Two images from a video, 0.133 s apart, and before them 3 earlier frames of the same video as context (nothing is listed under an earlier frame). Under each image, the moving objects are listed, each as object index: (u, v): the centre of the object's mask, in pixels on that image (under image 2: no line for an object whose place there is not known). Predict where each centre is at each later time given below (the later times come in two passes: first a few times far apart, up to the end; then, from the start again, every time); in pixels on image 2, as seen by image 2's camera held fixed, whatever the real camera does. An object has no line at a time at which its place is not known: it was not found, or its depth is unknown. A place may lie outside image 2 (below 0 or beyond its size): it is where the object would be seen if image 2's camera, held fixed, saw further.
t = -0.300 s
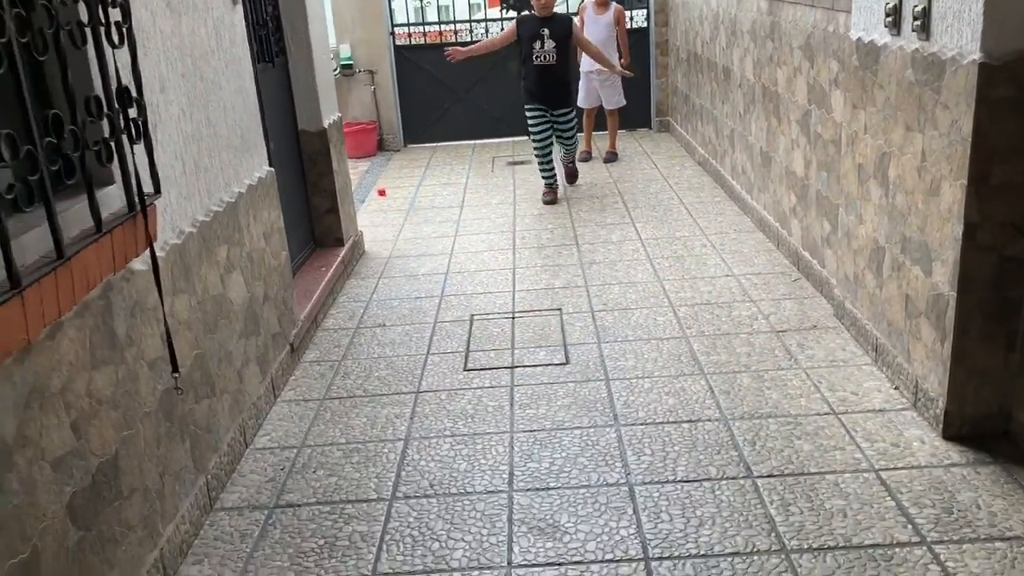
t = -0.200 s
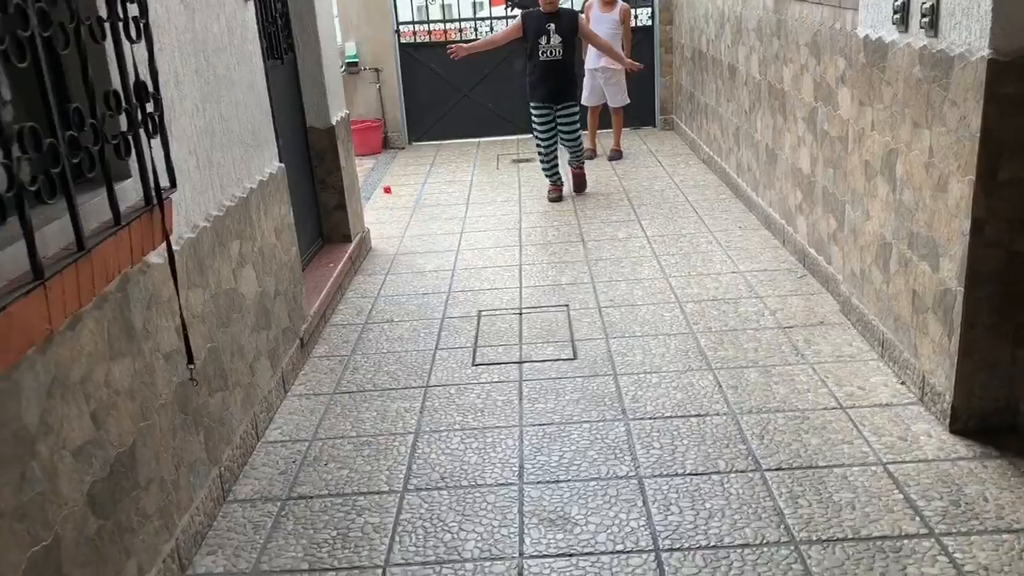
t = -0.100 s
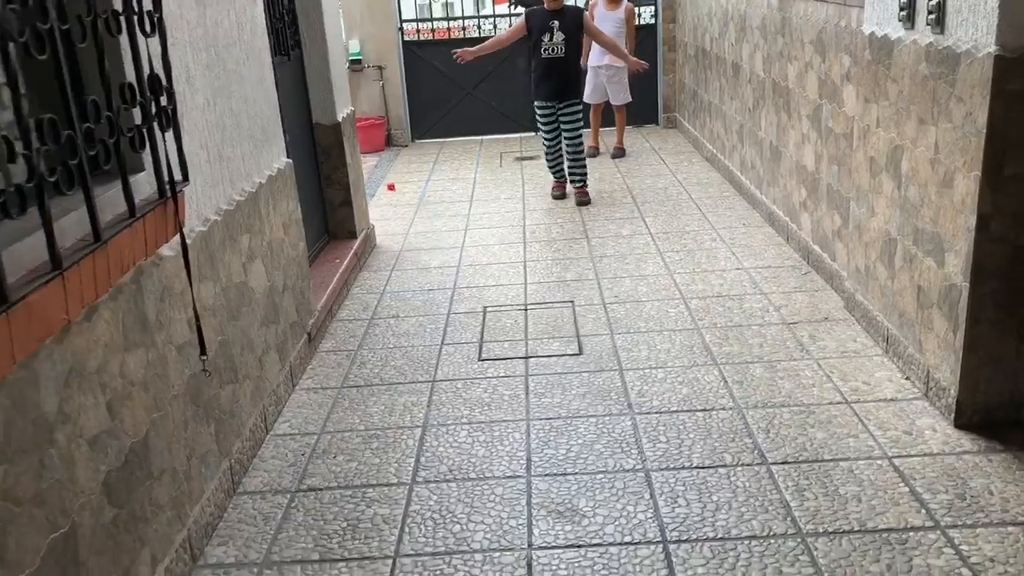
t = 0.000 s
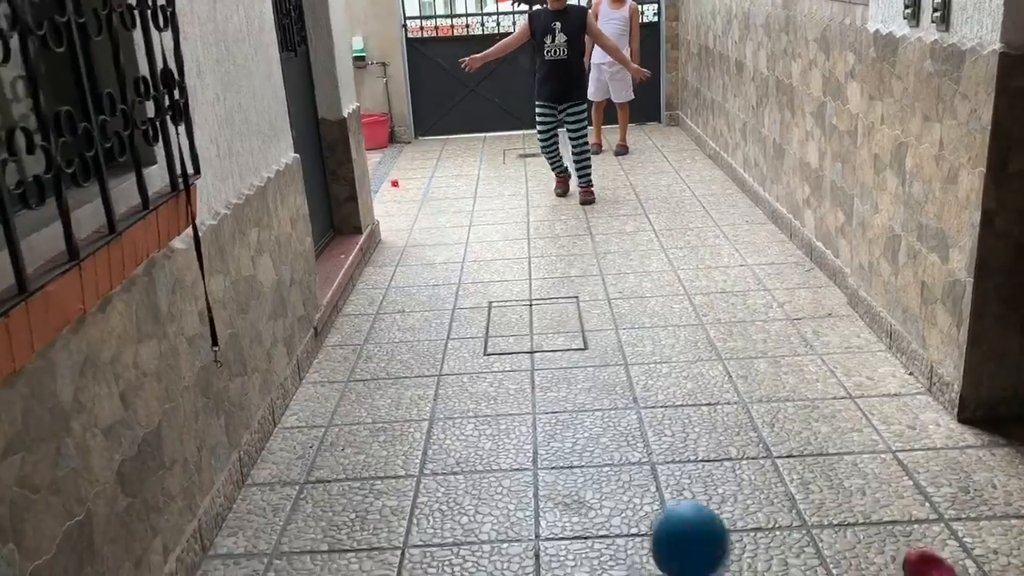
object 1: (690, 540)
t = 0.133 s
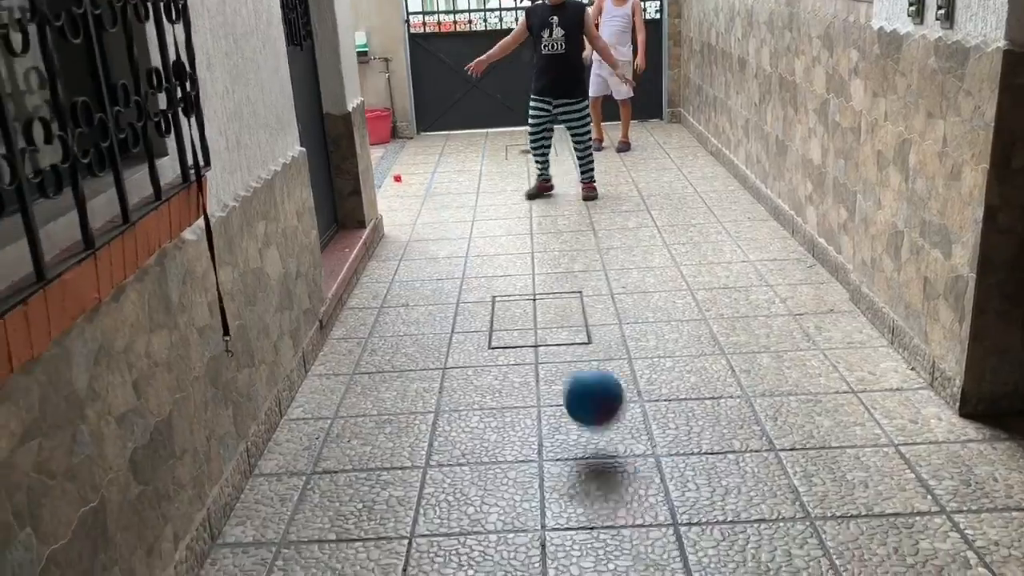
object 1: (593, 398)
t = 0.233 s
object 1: (544, 343)
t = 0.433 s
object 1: (476, 248)
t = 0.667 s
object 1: (433, 223)
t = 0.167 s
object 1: (574, 371)
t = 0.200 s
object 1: (557, 357)
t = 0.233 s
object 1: (544, 343)
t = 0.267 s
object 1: (530, 331)
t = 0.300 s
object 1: (517, 329)
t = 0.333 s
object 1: (506, 306)
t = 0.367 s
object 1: (495, 281)
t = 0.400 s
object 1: (485, 261)
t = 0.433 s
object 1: (476, 248)
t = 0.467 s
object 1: (469, 237)
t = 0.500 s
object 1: (462, 226)
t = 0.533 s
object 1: (455, 220)
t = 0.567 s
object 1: (448, 220)
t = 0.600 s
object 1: (443, 220)
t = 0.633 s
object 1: (438, 220)
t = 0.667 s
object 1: (433, 223)
